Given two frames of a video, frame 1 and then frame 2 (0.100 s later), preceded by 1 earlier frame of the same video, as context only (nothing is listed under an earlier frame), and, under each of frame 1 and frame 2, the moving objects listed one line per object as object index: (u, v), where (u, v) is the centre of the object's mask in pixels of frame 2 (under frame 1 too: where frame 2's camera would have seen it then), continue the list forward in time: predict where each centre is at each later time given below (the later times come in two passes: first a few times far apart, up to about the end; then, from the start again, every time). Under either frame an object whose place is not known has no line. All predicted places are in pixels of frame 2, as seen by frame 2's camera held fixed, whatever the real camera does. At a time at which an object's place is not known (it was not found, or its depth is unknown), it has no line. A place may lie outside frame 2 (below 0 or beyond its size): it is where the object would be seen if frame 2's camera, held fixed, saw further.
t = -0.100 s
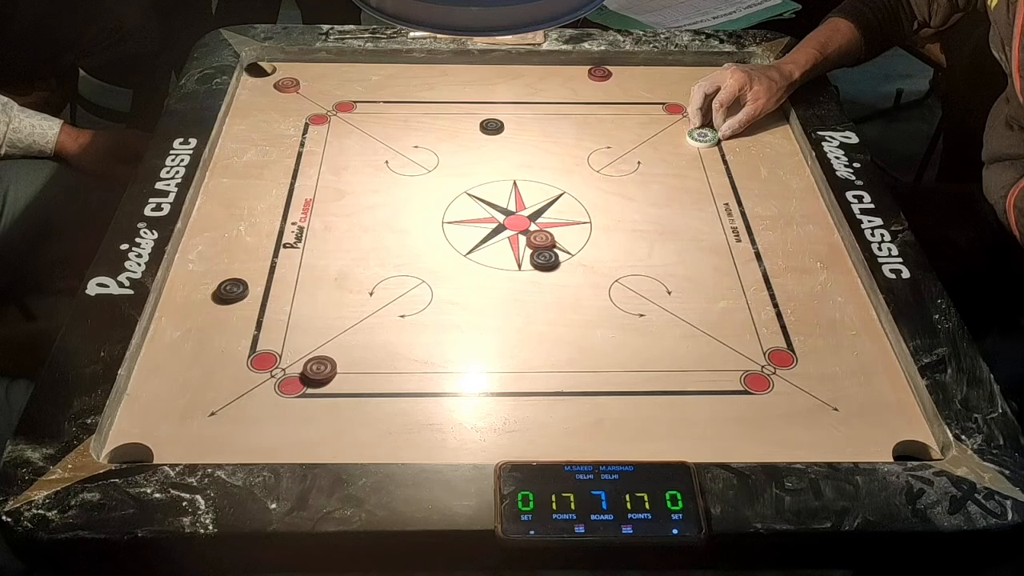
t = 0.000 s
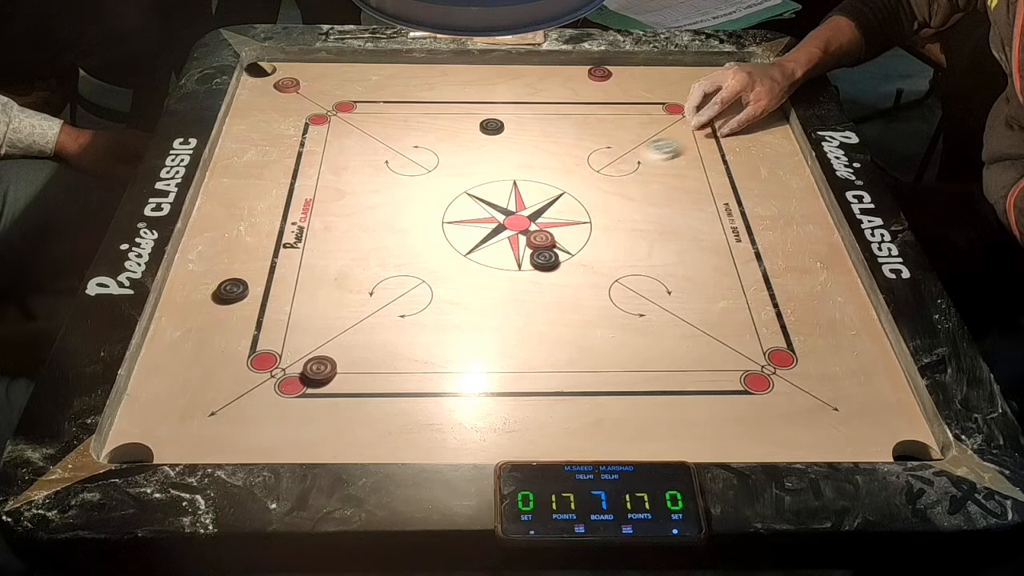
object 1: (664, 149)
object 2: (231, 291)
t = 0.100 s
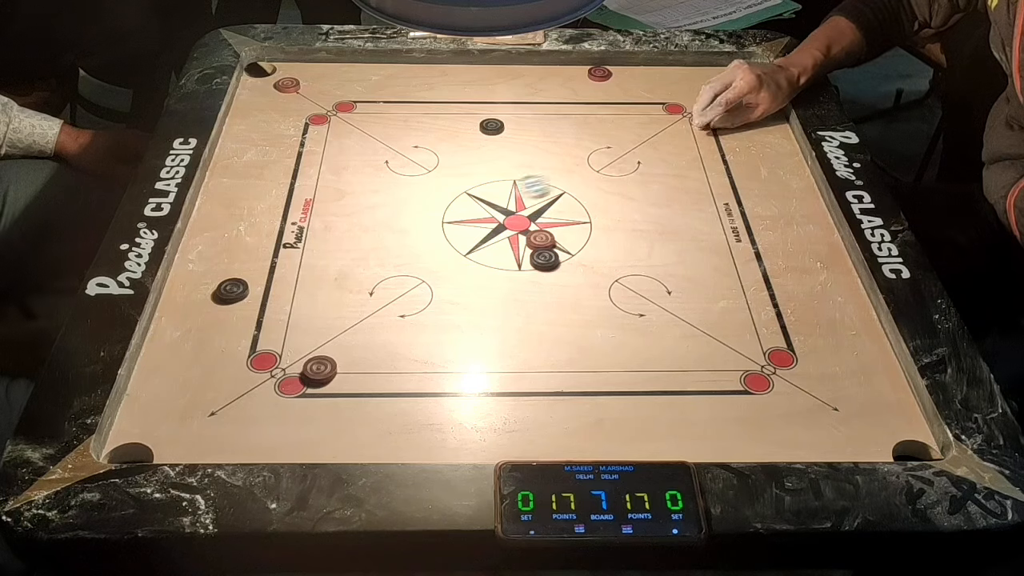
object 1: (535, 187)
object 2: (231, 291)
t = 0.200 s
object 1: (397, 226)
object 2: (231, 291)
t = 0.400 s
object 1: (215, 277)
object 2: (148, 374)
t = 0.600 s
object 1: (351, 282)
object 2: (191, 433)
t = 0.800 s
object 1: (444, 287)
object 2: (221, 395)
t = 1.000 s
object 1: (494, 288)
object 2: (221, 394)
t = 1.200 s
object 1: (504, 289)
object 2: (221, 394)
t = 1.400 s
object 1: (504, 289)
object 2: (221, 394)
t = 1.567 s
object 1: (504, 289)
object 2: (221, 394)
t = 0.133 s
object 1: (487, 198)
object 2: (231, 291)
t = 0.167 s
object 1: (441, 214)
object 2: (231, 291)
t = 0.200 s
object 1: (397, 226)
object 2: (231, 291)
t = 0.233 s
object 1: (351, 240)
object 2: (231, 291)
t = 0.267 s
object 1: (304, 254)
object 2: (231, 291)
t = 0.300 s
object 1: (257, 267)
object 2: (231, 291)
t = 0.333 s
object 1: (219, 272)
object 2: (205, 316)
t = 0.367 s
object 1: (189, 276)
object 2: (174, 346)
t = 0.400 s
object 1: (215, 277)
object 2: (148, 374)
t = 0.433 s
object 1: (240, 278)
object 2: (152, 401)
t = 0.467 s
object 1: (264, 279)
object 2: (158, 424)
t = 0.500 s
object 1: (288, 280)
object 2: (165, 446)
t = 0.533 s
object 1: (311, 280)
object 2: (172, 455)
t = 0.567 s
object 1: (332, 282)
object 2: (181, 446)
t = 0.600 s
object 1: (351, 282)
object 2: (191, 433)
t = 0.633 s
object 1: (370, 283)
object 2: (200, 422)
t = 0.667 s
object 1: (387, 284)
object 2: (206, 413)
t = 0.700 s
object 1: (403, 285)
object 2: (212, 405)
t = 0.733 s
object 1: (418, 285)
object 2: (216, 400)
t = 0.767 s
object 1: (431, 286)
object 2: (219, 397)
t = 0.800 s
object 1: (444, 287)
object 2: (221, 395)
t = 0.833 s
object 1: (456, 287)
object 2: (222, 394)
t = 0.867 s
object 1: (466, 287)
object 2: (222, 394)
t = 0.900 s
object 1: (475, 288)
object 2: (222, 393)
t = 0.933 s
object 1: (483, 288)
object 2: (222, 394)
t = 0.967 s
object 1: (489, 288)
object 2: (222, 394)
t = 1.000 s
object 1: (494, 288)
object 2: (221, 394)
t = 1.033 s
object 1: (499, 288)
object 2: (221, 394)
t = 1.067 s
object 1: (502, 288)
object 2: (221, 394)
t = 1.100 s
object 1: (503, 288)
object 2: (222, 394)
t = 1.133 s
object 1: (504, 289)
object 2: (221, 394)
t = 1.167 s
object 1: (504, 289)
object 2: (221, 394)
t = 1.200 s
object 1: (504, 289)
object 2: (221, 394)
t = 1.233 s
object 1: (504, 289)
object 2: (221, 394)
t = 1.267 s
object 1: (504, 289)
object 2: (221, 394)
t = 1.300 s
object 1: (504, 289)
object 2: (221, 394)
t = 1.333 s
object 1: (504, 289)
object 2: (221, 394)
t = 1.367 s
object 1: (504, 289)
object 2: (221, 394)
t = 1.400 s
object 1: (504, 289)
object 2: (221, 394)
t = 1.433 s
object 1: (504, 289)
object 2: (221, 394)
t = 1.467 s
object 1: (504, 289)
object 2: (221, 394)
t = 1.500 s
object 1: (504, 289)
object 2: (221, 394)
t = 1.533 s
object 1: (504, 289)
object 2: (221, 394)
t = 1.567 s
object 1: (504, 289)
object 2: (221, 394)
